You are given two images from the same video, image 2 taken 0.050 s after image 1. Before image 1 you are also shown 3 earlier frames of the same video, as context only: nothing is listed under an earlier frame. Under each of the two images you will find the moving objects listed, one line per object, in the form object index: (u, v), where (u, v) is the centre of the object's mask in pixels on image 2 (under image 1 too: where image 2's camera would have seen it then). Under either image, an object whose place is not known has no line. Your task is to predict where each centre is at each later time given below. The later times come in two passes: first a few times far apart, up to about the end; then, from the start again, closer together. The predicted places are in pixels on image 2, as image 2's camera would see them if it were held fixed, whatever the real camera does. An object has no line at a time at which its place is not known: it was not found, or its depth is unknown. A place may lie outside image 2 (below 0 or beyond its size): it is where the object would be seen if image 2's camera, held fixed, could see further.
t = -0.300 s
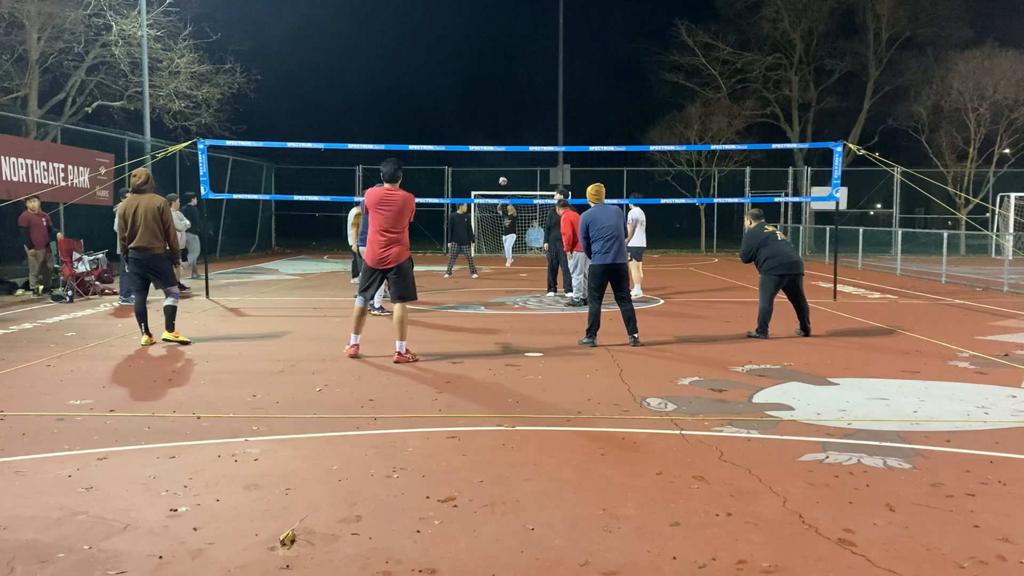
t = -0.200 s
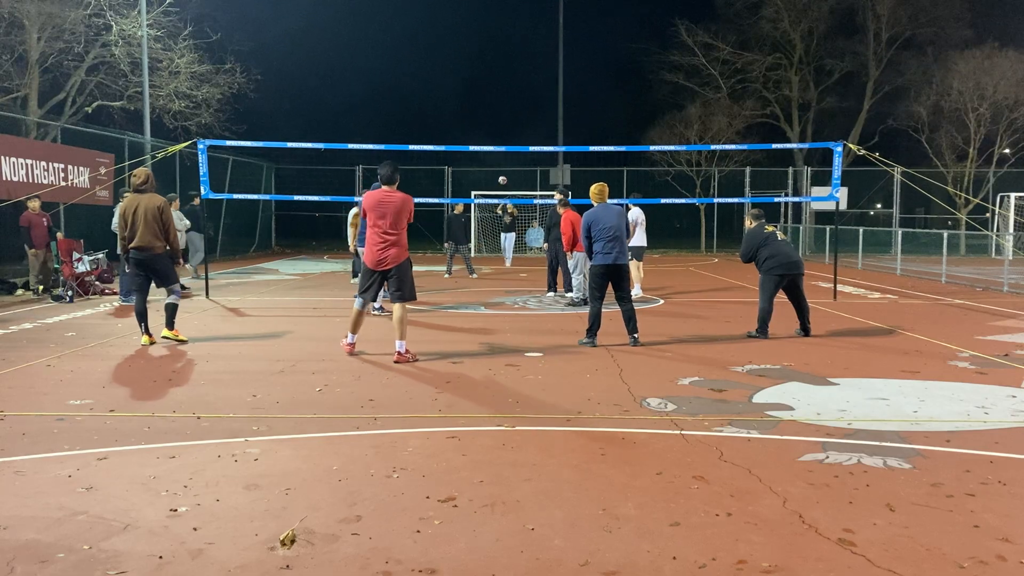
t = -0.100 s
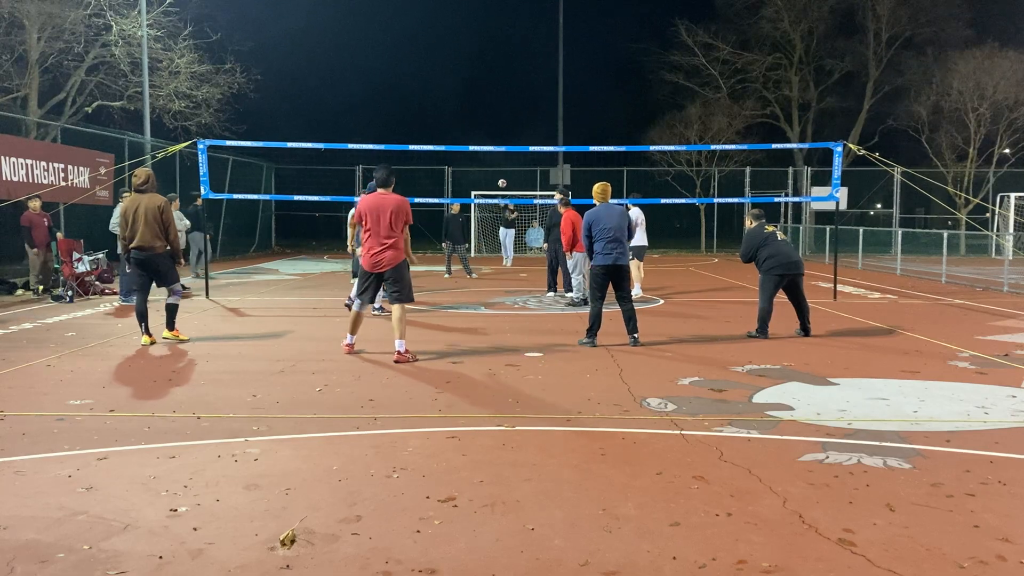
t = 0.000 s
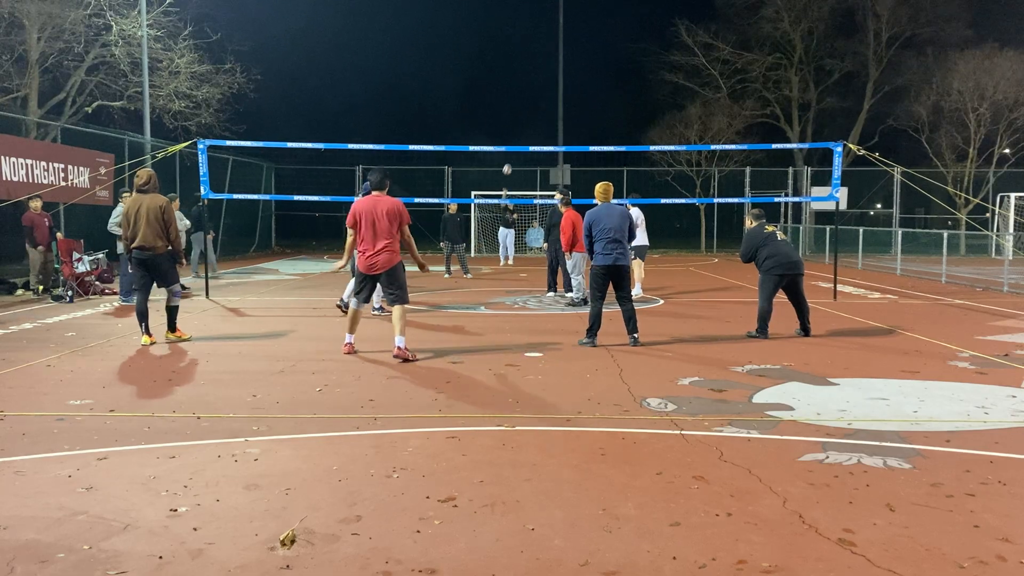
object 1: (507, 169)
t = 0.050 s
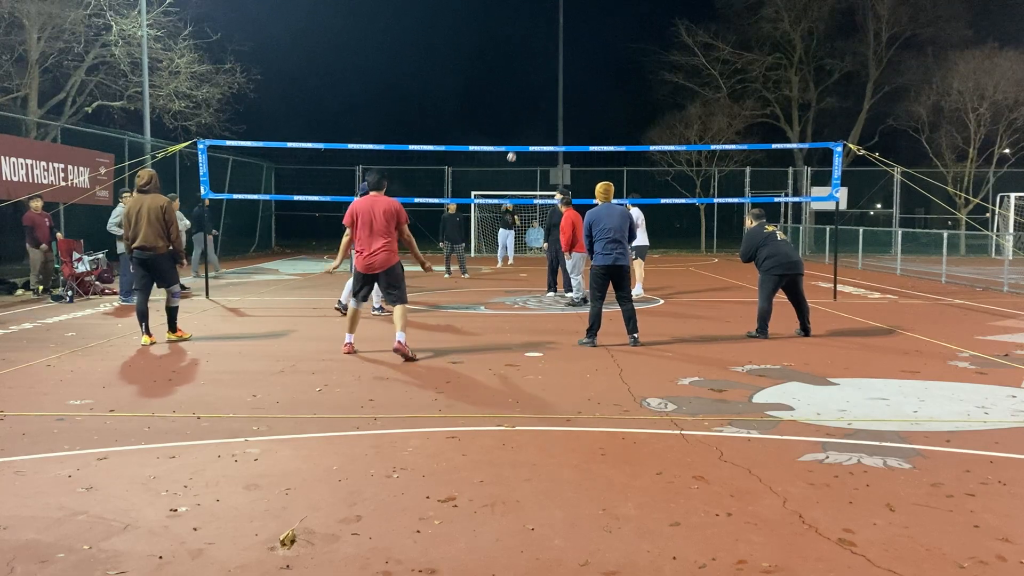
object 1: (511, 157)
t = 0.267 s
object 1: (534, 106)
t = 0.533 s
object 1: (571, 60)
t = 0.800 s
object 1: (618, 46)
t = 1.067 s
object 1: (674, 81)
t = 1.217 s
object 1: (715, 130)
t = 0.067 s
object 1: (512, 154)
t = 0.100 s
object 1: (516, 142)
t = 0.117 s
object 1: (517, 140)
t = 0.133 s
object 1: (519, 136)
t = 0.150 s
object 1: (521, 132)
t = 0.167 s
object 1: (523, 128)
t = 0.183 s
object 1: (524, 124)
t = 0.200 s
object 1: (526, 120)
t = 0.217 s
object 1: (528, 116)
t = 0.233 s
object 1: (530, 113)
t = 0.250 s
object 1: (532, 109)
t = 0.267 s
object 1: (534, 106)
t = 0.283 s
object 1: (536, 102)
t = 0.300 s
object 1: (538, 99)
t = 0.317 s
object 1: (540, 95)
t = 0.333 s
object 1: (542, 92)
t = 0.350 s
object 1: (545, 89)
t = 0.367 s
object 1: (547, 86)
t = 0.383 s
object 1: (549, 83)
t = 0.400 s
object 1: (551, 80)
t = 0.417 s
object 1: (554, 77)
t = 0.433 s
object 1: (556, 74)
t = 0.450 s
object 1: (558, 72)
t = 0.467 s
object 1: (561, 69)
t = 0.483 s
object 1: (563, 67)
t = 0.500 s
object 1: (566, 64)
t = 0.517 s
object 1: (569, 62)
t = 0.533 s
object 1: (571, 60)
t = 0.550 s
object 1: (574, 58)
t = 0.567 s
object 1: (576, 56)
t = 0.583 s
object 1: (579, 55)
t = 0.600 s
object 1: (582, 53)
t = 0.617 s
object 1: (585, 52)
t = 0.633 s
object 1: (588, 51)
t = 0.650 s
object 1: (591, 49)
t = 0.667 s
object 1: (594, 49)
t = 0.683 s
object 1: (596, 48)
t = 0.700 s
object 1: (600, 47)
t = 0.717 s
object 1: (603, 46)
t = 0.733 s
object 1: (606, 46)
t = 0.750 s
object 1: (609, 46)
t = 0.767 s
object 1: (612, 45)
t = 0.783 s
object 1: (615, 46)
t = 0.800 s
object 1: (618, 46)
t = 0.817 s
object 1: (622, 47)
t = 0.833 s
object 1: (625, 47)
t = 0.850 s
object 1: (628, 48)
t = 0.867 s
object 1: (631, 49)
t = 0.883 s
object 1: (635, 51)
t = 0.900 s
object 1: (638, 52)
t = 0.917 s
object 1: (641, 54)
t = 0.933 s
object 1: (645, 56)
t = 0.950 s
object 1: (648, 59)
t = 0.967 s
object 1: (652, 61)
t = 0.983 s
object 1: (655, 64)
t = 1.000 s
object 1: (659, 67)
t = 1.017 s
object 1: (662, 70)
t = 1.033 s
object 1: (666, 73)
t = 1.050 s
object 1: (670, 77)
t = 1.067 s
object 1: (674, 81)
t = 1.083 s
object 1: (678, 85)
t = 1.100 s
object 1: (682, 90)
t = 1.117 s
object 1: (686, 94)
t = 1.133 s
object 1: (691, 99)
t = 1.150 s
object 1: (695, 105)
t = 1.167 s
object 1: (700, 110)
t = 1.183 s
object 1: (705, 116)
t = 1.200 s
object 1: (710, 123)
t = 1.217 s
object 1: (715, 130)
